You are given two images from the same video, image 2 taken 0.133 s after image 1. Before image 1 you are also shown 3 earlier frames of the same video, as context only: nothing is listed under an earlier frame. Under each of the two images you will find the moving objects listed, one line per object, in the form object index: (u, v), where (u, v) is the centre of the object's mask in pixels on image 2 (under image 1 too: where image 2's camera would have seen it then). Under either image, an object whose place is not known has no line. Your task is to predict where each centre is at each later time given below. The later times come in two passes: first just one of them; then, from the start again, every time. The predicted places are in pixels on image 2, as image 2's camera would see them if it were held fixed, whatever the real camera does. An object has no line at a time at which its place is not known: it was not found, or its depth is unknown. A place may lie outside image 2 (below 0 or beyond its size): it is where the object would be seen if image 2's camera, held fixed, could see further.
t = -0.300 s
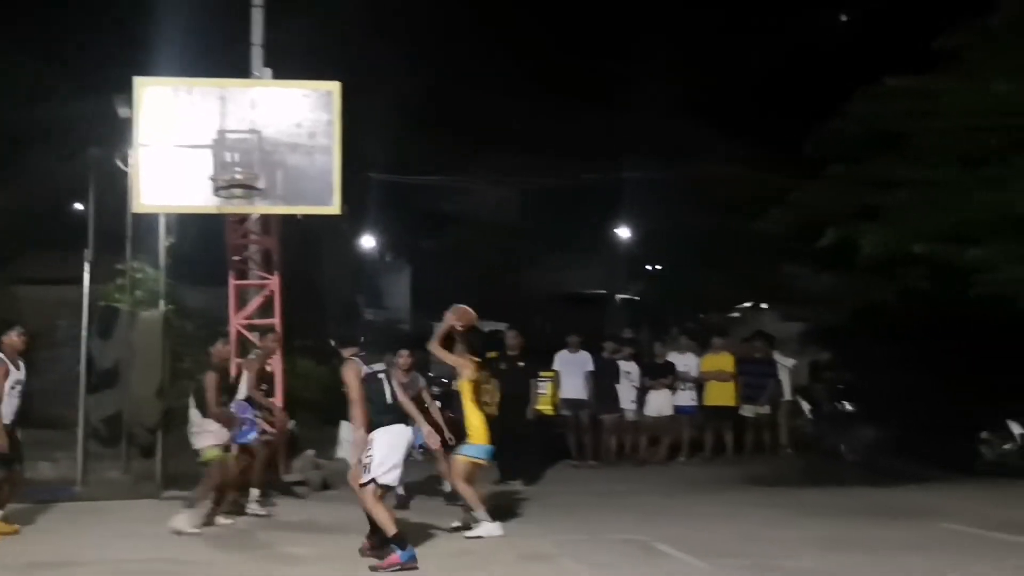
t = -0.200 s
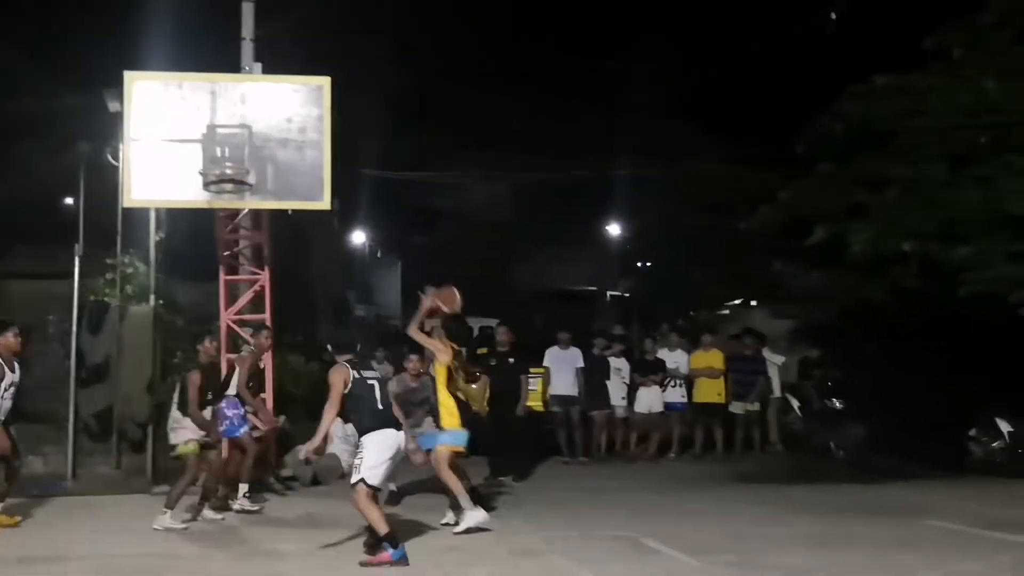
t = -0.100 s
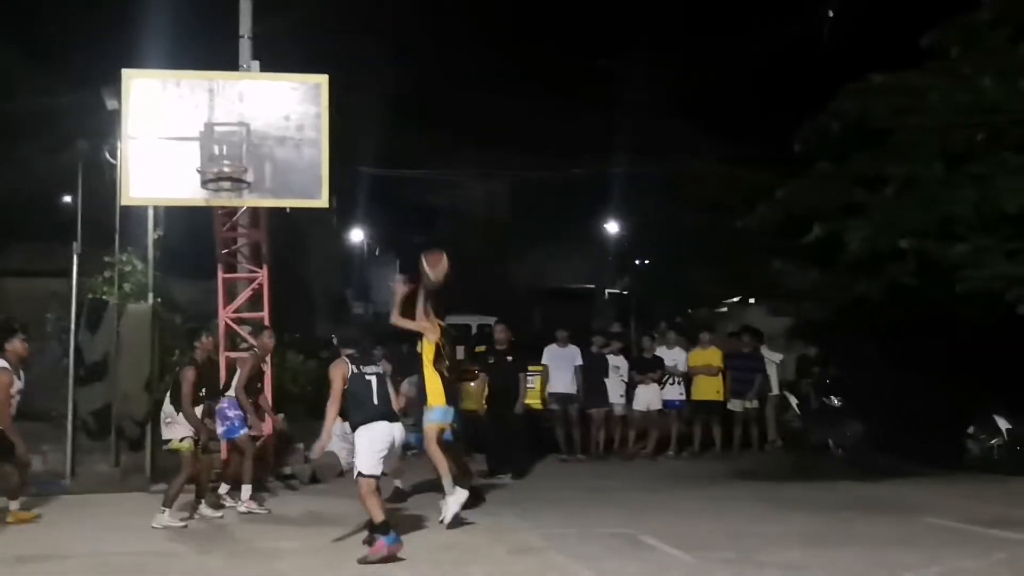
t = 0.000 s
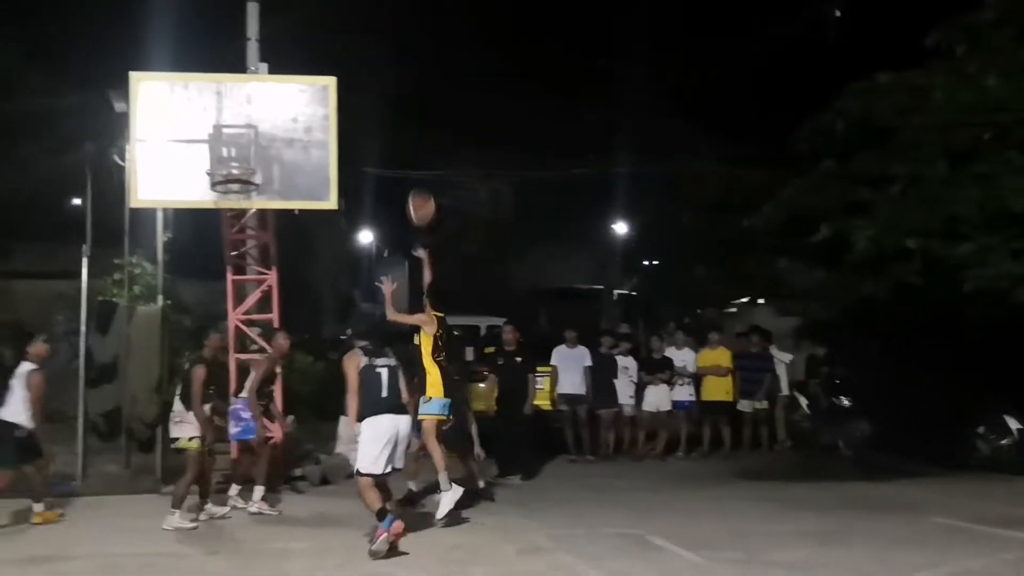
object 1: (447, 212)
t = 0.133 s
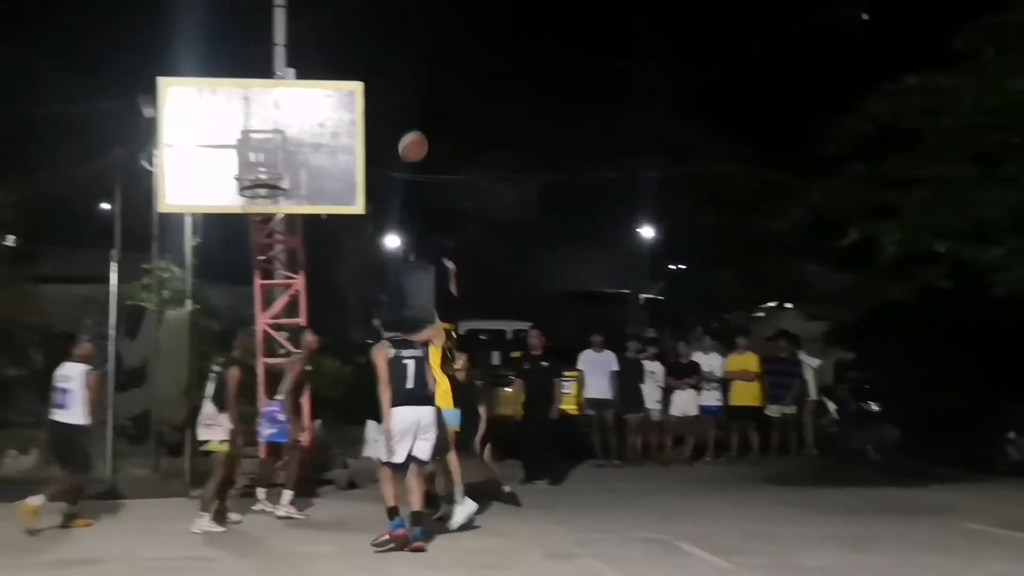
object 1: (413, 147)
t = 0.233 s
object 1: (388, 113)
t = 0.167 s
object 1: (404, 135)
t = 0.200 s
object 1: (396, 123)
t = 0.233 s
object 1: (388, 113)
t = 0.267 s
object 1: (380, 105)
